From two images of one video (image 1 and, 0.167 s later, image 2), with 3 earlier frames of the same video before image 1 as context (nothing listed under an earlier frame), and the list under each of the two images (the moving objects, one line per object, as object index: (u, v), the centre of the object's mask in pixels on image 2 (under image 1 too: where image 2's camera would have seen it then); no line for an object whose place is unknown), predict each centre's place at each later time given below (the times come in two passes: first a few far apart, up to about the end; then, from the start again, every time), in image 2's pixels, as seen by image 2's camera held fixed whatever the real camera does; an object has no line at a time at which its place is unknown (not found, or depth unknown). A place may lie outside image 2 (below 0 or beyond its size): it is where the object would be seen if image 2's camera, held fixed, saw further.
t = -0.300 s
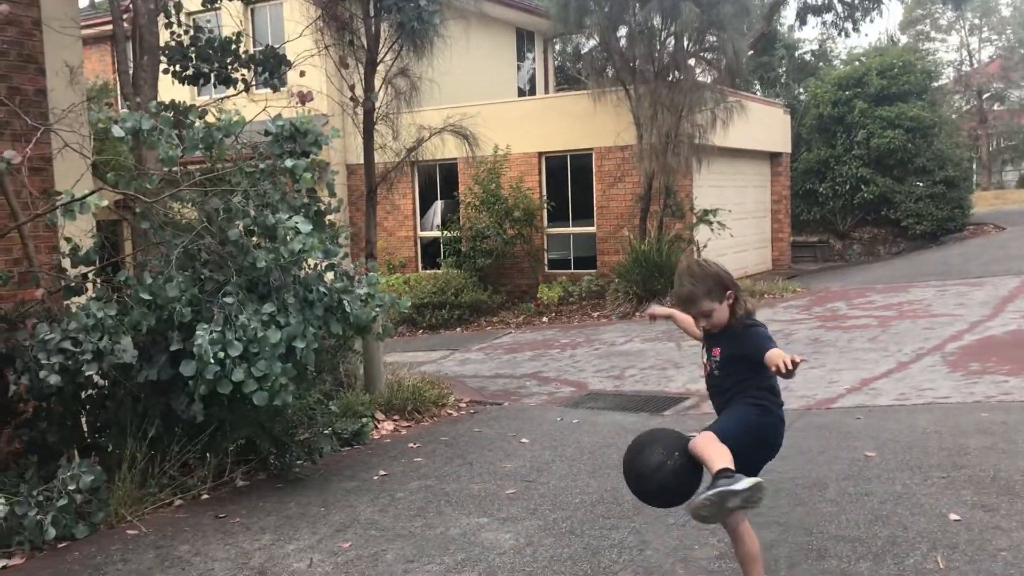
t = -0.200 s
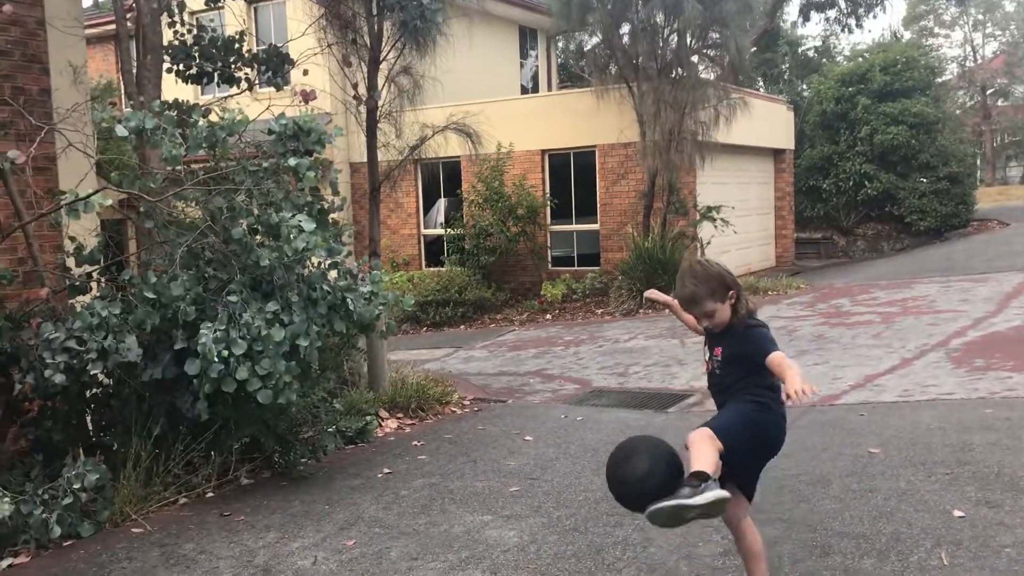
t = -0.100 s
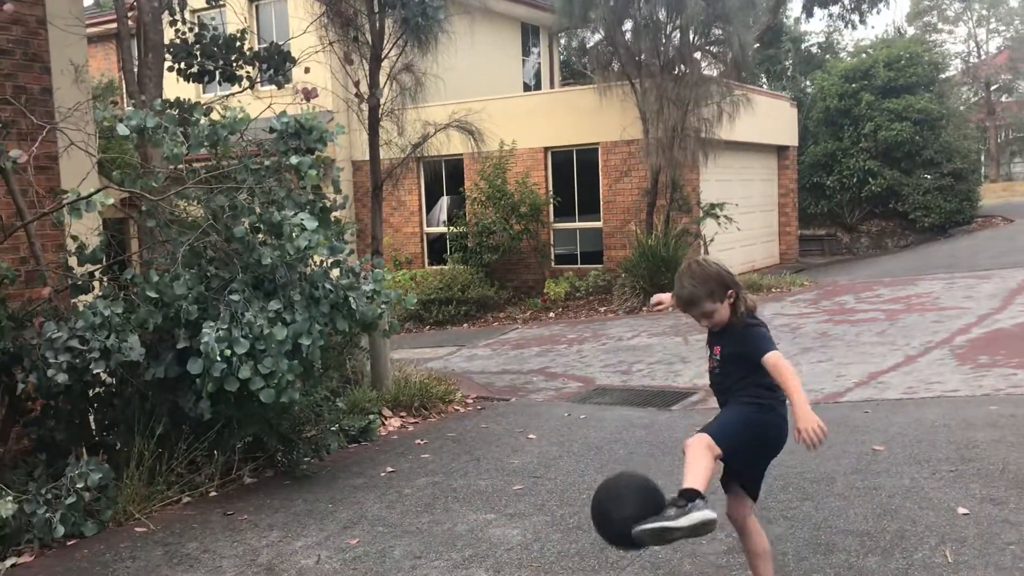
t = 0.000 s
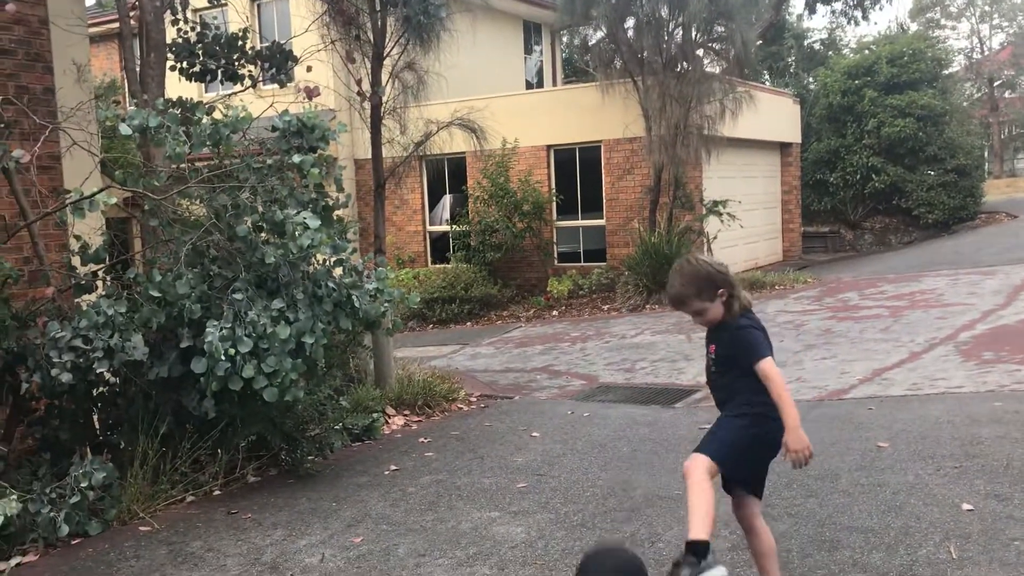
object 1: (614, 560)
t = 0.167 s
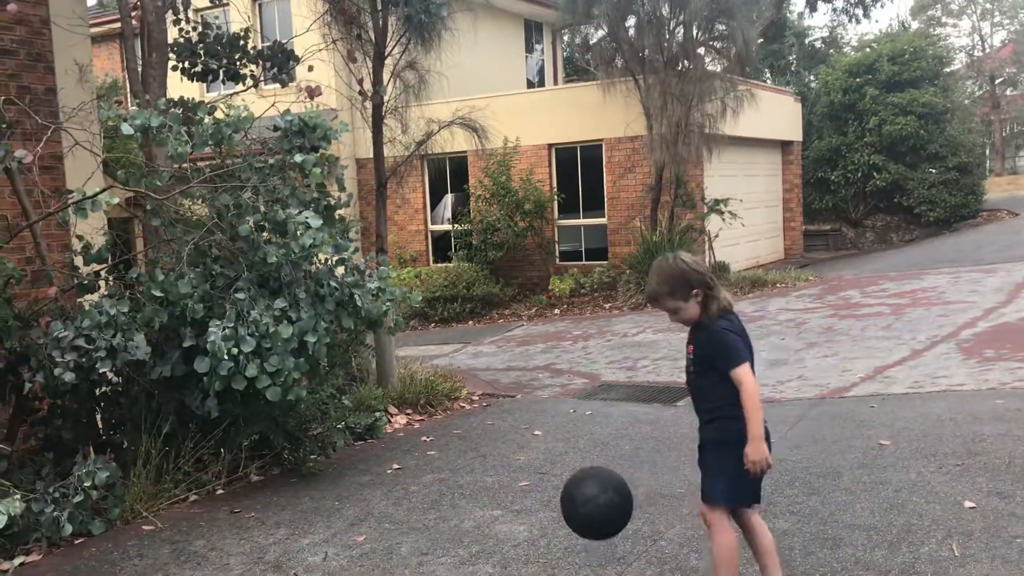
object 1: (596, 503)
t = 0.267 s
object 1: (587, 495)
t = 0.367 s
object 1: (580, 515)
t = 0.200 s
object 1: (593, 497)
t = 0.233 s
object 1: (590, 495)
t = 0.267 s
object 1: (587, 495)
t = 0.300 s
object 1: (585, 499)
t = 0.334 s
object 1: (582, 506)
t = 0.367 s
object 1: (580, 515)
